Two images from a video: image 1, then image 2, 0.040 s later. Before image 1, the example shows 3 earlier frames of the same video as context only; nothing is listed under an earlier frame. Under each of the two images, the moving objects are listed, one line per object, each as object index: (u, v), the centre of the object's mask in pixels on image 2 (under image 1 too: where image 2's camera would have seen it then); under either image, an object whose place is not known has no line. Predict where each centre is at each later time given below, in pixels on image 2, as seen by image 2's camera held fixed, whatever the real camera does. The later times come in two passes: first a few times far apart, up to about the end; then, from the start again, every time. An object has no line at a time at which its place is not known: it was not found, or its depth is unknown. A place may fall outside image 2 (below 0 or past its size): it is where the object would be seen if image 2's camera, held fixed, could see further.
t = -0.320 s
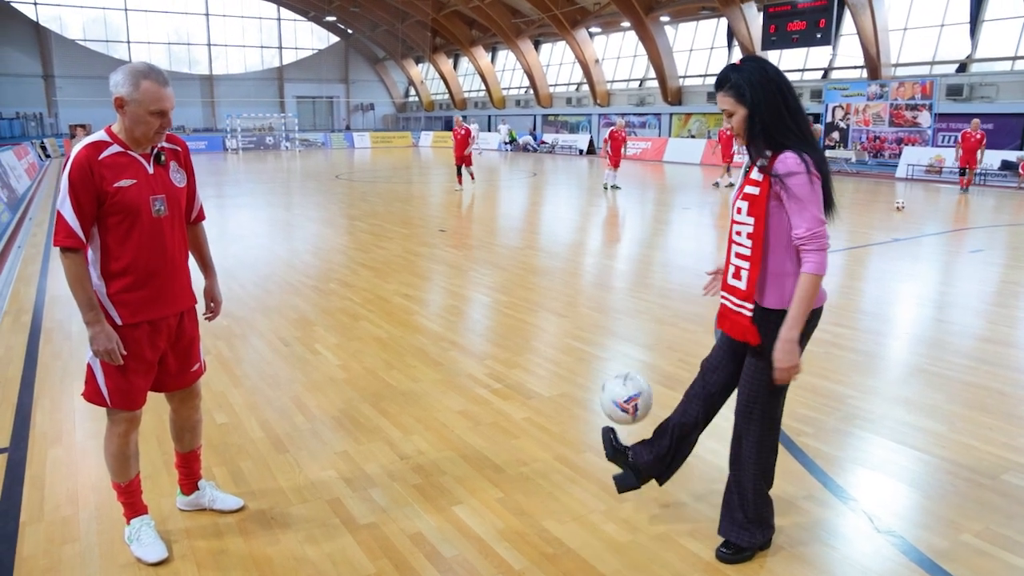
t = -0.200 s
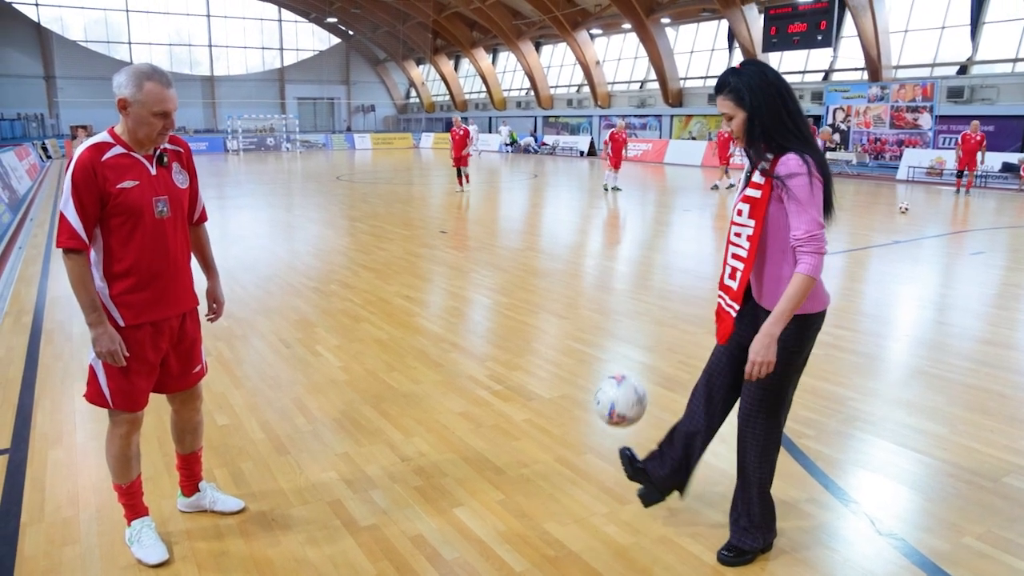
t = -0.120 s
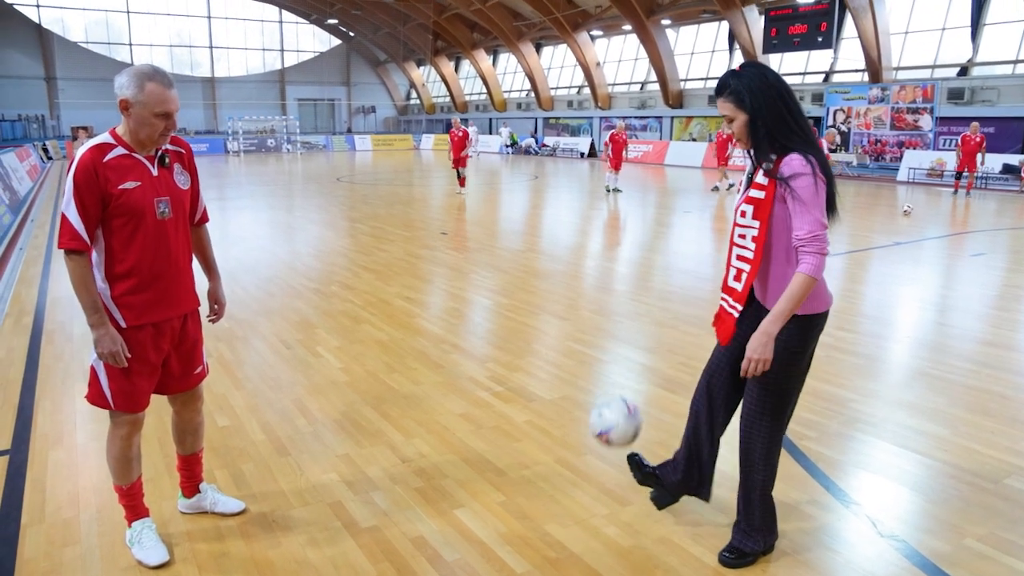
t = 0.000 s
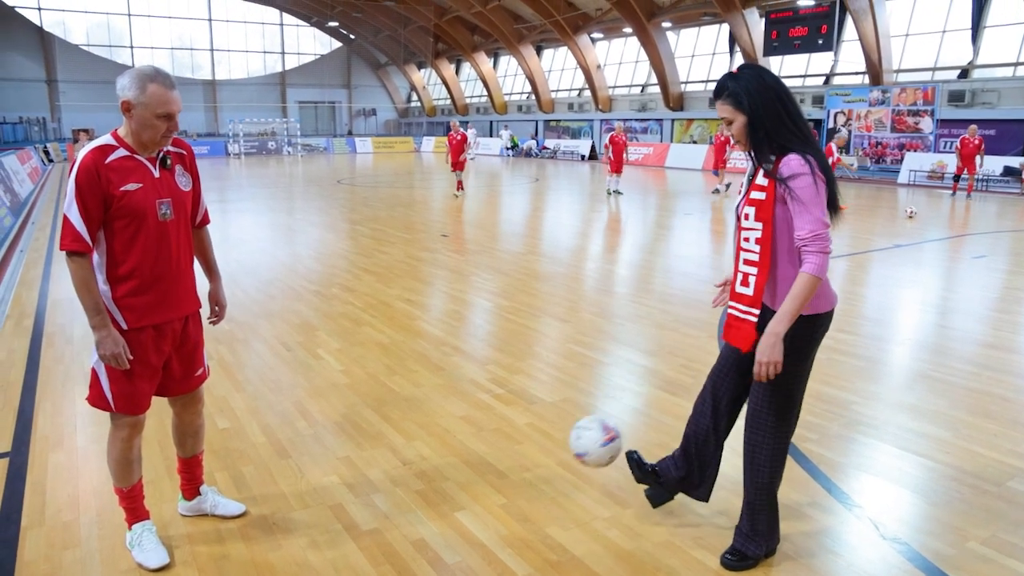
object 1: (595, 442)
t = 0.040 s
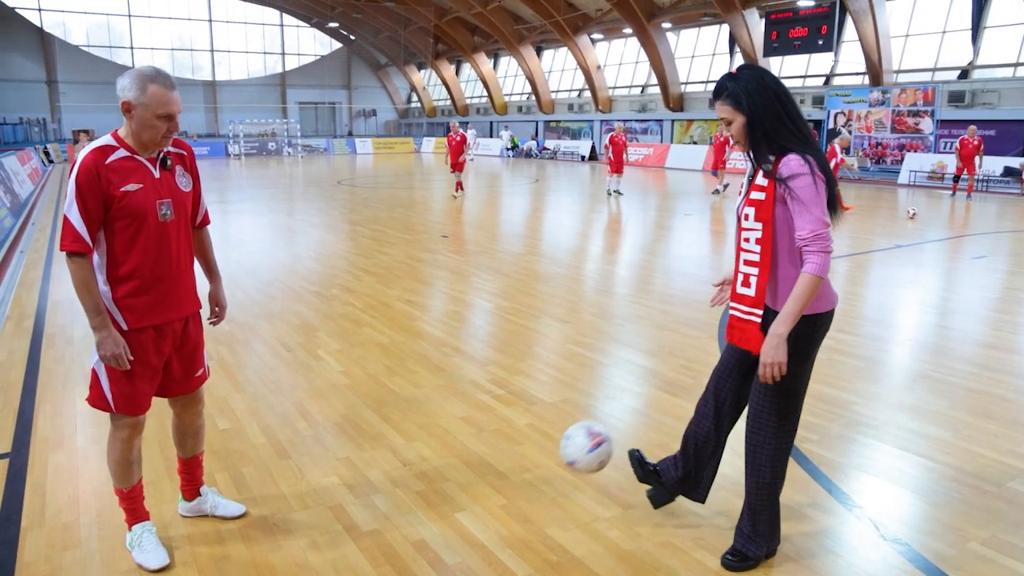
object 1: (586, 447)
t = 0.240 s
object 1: (540, 498)
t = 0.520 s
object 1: (492, 501)
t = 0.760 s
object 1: (453, 504)
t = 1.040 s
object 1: (408, 505)
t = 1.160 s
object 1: (389, 505)
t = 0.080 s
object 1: (576, 456)
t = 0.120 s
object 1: (567, 468)
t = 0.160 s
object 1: (556, 484)
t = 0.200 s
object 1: (546, 504)
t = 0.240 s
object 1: (540, 498)
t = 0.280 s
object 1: (533, 489)
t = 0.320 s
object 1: (526, 485)
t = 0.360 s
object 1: (520, 486)
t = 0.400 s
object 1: (513, 489)
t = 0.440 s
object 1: (506, 496)
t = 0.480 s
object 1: (499, 505)
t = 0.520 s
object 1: (492, 501)
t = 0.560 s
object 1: (486, 499)
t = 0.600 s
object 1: (479, 501)
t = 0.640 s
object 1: (473, 505)
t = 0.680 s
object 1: (465, 503)
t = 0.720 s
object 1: (459, 504)
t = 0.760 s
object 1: (453, 504)
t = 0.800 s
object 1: (446, 505)
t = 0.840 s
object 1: (440, 505)
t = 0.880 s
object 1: (433, 505)
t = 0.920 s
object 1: (427, 505)
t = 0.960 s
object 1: (421, 505)
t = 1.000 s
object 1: (414, 505)
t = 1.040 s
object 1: (408, 505)
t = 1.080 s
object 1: (401, 505)
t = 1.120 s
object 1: (395, 505)
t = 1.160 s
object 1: (389, 505)
